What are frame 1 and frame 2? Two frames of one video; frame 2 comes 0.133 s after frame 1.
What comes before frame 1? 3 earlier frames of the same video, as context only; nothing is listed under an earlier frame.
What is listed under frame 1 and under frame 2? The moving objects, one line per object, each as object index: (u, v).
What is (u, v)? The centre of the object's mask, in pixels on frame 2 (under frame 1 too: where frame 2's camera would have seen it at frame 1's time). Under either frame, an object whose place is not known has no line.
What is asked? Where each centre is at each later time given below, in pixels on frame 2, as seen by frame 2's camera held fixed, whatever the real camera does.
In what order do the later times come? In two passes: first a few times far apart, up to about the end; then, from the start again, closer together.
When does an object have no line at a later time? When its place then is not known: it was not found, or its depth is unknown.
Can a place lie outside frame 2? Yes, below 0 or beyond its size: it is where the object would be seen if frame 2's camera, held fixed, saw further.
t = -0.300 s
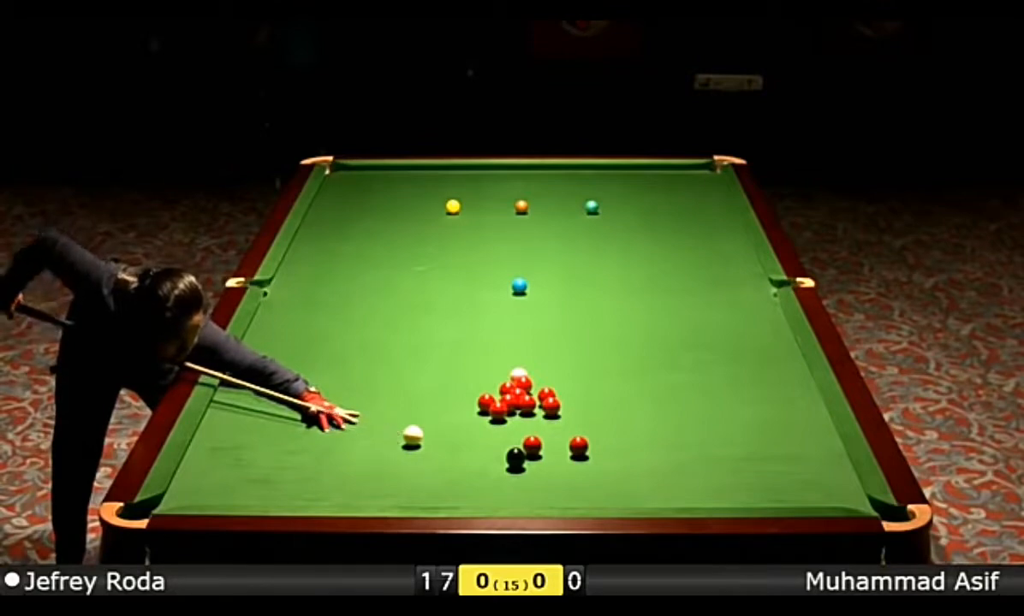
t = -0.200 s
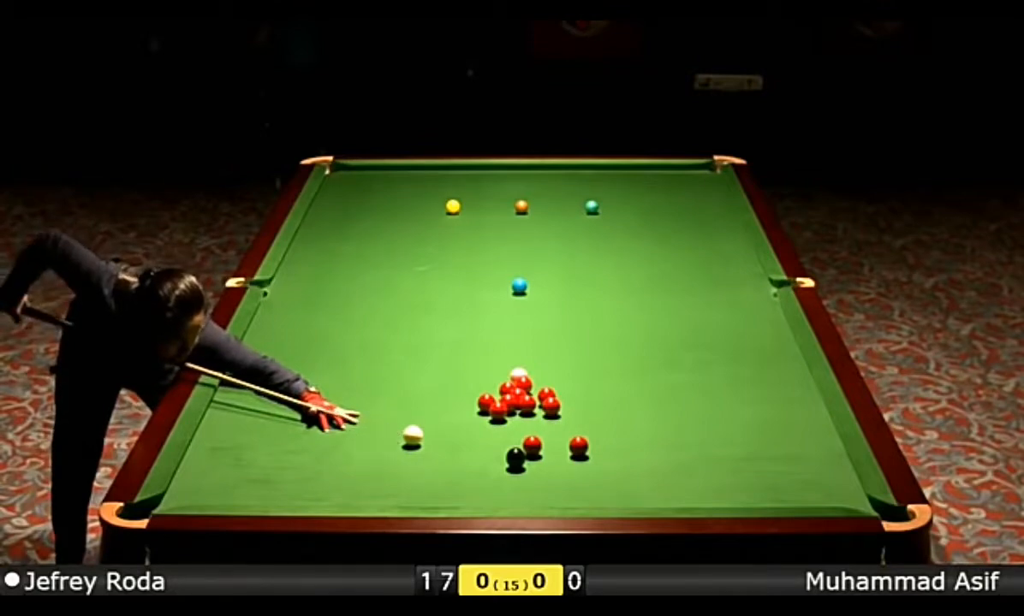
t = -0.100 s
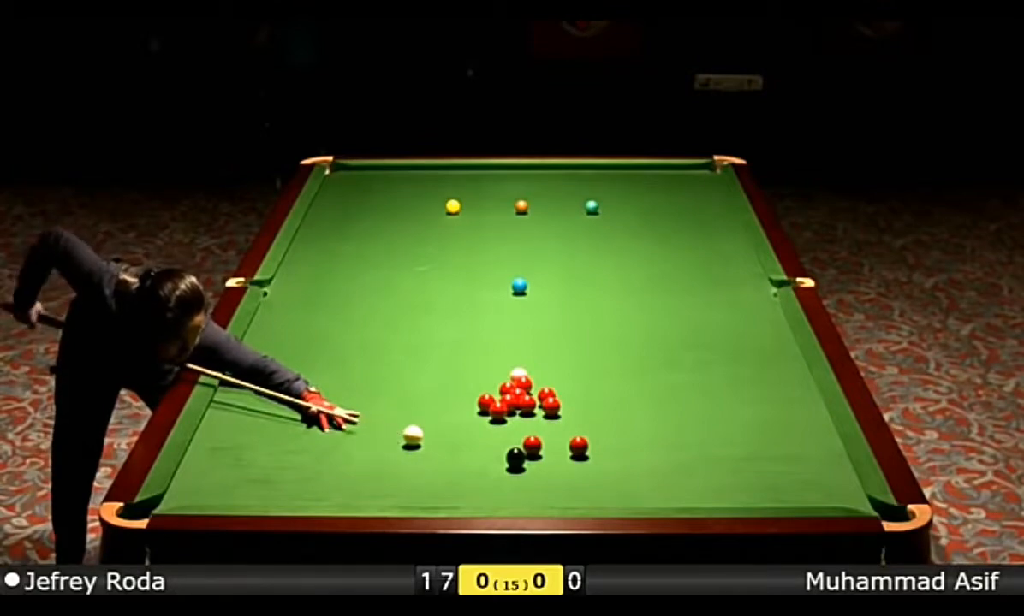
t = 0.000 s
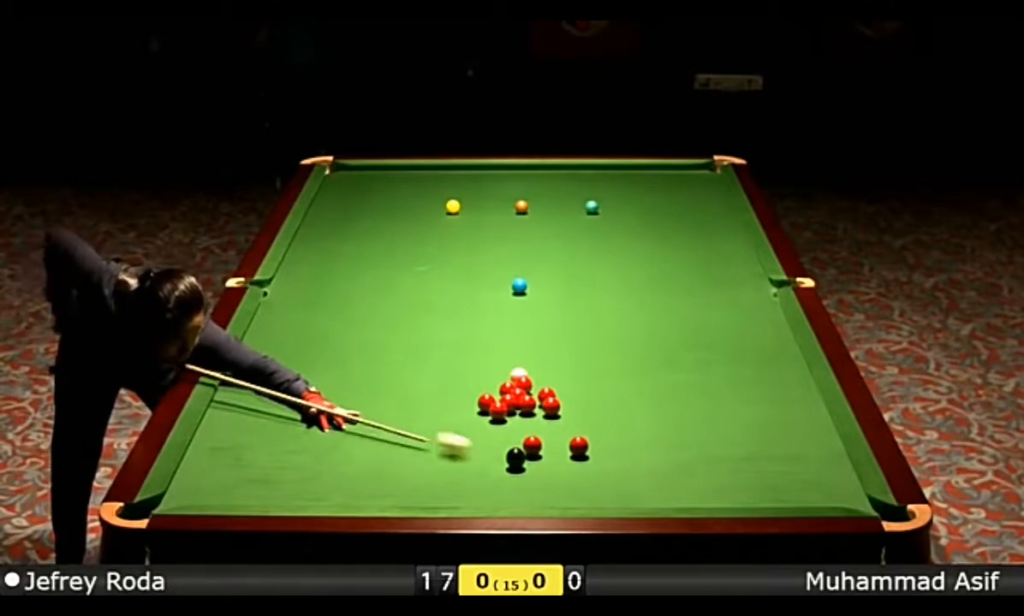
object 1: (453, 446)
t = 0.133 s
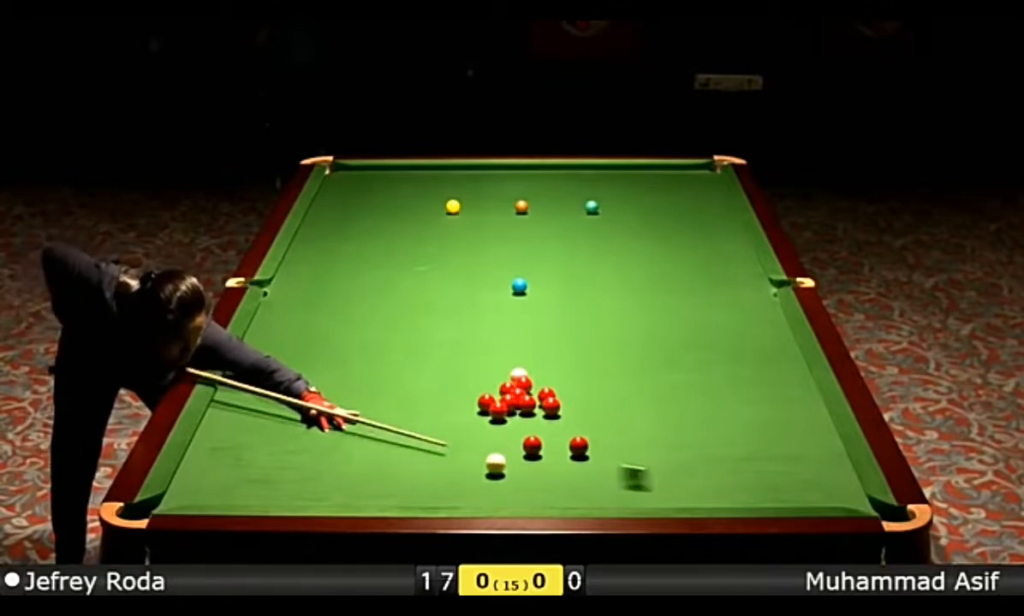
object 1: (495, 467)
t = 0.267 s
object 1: (494, 479)
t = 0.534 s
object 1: (490, 498)
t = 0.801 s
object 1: (478, 496)
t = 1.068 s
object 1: (464, 487)
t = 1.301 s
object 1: (453, 477)
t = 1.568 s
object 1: (441, 467)
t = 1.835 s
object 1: (431, 459)
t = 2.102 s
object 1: (421, 450)
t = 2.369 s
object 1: (411, 443)
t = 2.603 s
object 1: (404, 438)
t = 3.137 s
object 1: (392, 429)
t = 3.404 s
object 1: (388, 426)
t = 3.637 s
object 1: (385, 424)
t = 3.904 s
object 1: (382, 423)
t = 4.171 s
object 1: (381, 422)
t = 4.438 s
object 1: (380, 422)
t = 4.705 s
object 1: (380, 422)
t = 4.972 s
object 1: (380, 422)
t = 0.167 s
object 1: (495, 470)
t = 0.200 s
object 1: (494, 474)
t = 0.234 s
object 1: (494, 476)
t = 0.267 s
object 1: (494, 479)
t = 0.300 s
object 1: (493, 483)
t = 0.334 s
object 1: (493, 484)
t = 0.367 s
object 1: (492, 488)
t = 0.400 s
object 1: (492, 492)
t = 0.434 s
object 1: (491, 493)
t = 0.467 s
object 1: (491, 495)
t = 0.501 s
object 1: (490, 497)
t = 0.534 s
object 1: (490, 498)
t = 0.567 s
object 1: (490, 500)
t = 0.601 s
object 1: (489, 502)
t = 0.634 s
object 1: (488, 502)
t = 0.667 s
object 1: (486, 500)
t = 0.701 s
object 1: (484, 499)
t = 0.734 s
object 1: (482, 498)
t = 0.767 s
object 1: (480, 497)
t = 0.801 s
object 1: (478, 496)
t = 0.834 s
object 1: (477, 496)
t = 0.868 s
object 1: (475, 495)
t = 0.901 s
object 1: (472, 494)
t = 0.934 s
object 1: (471, 493)
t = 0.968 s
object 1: (469, 492)
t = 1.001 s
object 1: (467, 490)
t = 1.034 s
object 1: (466, 489)
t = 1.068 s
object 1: (464, 487)
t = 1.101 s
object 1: (462, 485)
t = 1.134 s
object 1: (461, 485)
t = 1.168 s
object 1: (459, 483)
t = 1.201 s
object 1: (457, 481)
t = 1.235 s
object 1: (456, 481)
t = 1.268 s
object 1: (455, 479)
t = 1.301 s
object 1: (453, 477)
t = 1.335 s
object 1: (452, 477)
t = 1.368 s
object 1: (450, 475)
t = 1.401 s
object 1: (448, 473)
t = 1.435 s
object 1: (448, 472)
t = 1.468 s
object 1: (446, 471)
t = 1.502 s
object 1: (444, 469)
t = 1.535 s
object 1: (443, 468)
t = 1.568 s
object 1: (441, 467)
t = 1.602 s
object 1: (440, 466)
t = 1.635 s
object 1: (439, 465)
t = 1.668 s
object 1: (437, 464)
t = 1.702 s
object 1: (436, 462)
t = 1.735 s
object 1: (435, 462)
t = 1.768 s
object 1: (433, 460)
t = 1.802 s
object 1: (431, 459)
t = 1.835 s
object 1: (431, 459)
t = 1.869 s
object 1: (429, 457)
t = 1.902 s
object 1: (428, 456)
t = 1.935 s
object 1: (427, 455)
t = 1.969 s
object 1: (426, 454)
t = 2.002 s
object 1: (424, 453)
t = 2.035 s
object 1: (423, 453)
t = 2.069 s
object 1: (422, 451)
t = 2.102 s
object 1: (421, 450)
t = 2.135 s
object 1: (420, 450)
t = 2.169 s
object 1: (419, 449)
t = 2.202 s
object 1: (417, 448)
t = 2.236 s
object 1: (417, 447)
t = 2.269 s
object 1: (416, 446)
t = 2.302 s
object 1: (414, 445)
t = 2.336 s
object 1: (412, 444)
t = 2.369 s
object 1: (411, 443)
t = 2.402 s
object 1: (411, 443)
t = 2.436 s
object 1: (409, 442)
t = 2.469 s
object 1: (408, 441)
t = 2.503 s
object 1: (408, 441)
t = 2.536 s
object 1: (407, 440)
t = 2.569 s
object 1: (405, 439)
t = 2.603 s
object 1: (404, 438)
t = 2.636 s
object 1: (403, 437)
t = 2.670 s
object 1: (403, 437)
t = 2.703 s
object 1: (402, 436)
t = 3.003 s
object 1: (394, 431)
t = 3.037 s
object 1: (394, 430)
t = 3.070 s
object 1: (393, 430)
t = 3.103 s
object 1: (393, 429)
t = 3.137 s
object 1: (392, 429)
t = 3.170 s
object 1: (392, 429)
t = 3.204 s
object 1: (391, 428)
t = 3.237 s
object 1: (390, 428)
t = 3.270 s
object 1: (390, 428)
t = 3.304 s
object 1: (389, 427)
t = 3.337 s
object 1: (389, 427)
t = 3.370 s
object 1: (388, 427)
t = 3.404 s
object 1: (388, 426)
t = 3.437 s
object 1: (387, 426)
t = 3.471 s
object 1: (387, 426)
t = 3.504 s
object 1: (387, 425)
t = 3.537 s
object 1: (386, 425)
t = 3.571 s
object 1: (386, 425)
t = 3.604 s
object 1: (385, 425)
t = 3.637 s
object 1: (385, 424)
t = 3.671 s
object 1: (385, 424)
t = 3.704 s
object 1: (384, 424)
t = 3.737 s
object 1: (384, 424)
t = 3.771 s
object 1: (383, 424)
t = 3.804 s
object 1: (383, 423)
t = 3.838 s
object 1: (383, 423)
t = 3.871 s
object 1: (382, 423)
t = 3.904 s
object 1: (382, 423)
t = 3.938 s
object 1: (382, 423)
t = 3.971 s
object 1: (382, 423)
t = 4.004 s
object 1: (381, 423)
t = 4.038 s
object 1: (381, 423)
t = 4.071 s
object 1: (381, 423)
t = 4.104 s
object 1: (381, 423)
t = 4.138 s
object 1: (381, 422)
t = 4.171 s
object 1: (381, 422)
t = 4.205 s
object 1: (381, 422)
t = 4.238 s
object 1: (380, 422)
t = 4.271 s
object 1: (380, 422)
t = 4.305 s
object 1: (380, 422)
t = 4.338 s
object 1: (380, 422)
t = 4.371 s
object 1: (380, 422)
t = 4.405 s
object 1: (380, 422)
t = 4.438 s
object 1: (380, 422)
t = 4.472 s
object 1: (380, 422)
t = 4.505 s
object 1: (380, 422)
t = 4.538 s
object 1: (380, 422)
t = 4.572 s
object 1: (380, 422)
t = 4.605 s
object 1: (380, 422)
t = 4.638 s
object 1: (380, 422)
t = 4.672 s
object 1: (380, 422)
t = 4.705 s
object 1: (380, 422)
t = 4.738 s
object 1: (380, 422)
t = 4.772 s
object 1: (380, 422)
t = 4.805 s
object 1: (380, 422)
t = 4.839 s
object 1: (380, 422)
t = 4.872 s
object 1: (380, 422)
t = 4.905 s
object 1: (380, 422)
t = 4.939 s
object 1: (380, 422)
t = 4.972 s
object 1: (380, 422)
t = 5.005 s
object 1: (380, 422)
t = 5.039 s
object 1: (380, 422)
